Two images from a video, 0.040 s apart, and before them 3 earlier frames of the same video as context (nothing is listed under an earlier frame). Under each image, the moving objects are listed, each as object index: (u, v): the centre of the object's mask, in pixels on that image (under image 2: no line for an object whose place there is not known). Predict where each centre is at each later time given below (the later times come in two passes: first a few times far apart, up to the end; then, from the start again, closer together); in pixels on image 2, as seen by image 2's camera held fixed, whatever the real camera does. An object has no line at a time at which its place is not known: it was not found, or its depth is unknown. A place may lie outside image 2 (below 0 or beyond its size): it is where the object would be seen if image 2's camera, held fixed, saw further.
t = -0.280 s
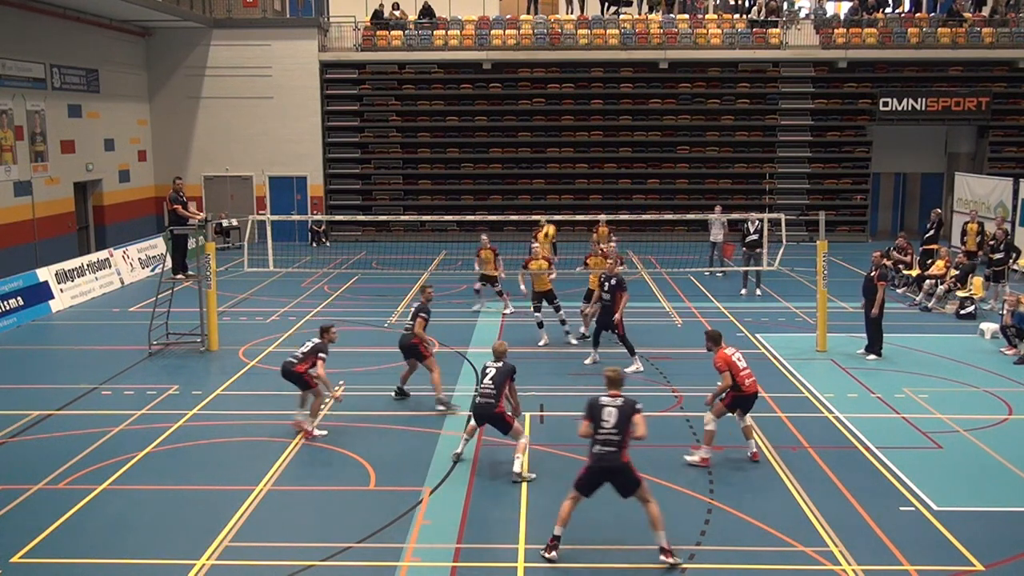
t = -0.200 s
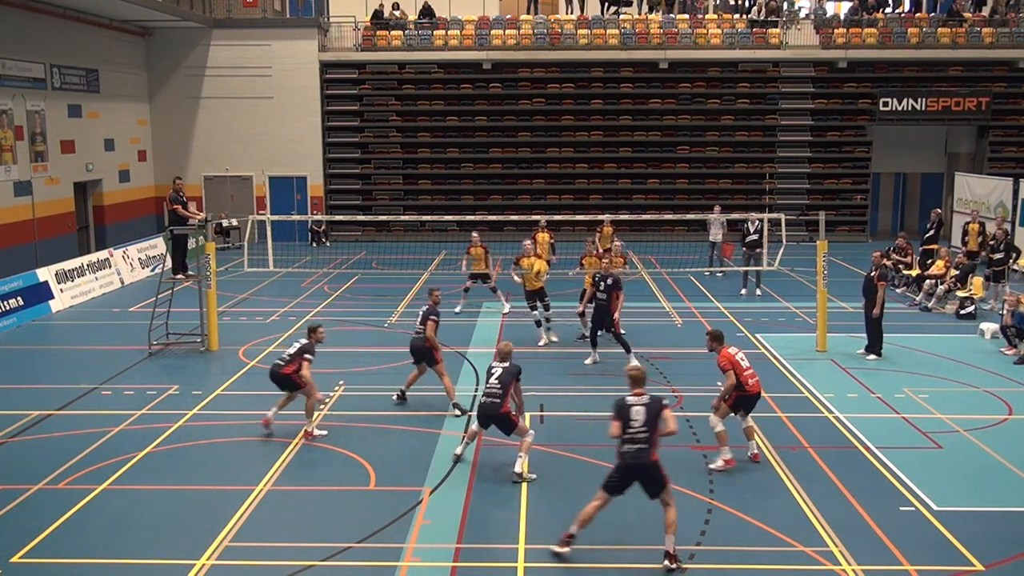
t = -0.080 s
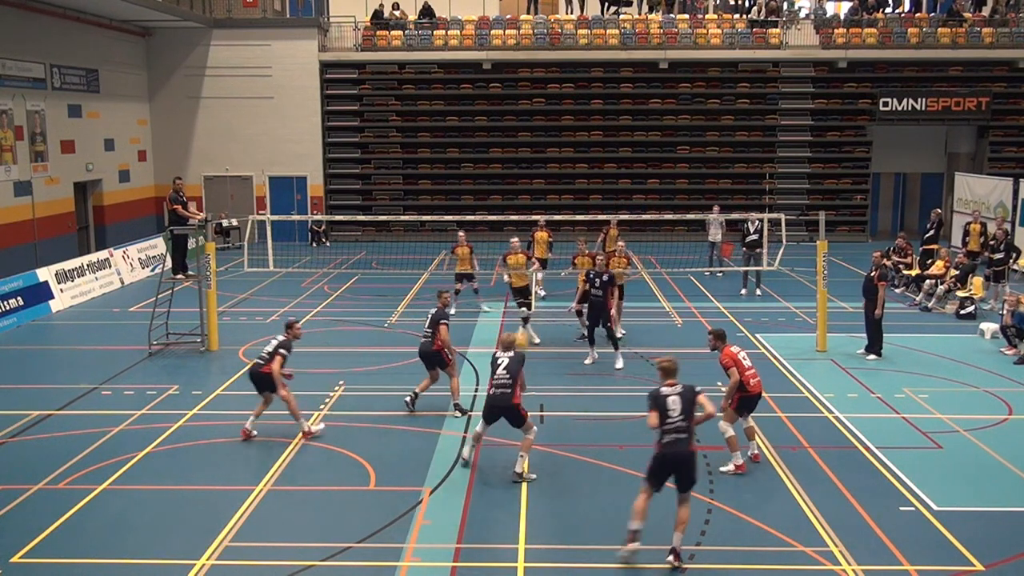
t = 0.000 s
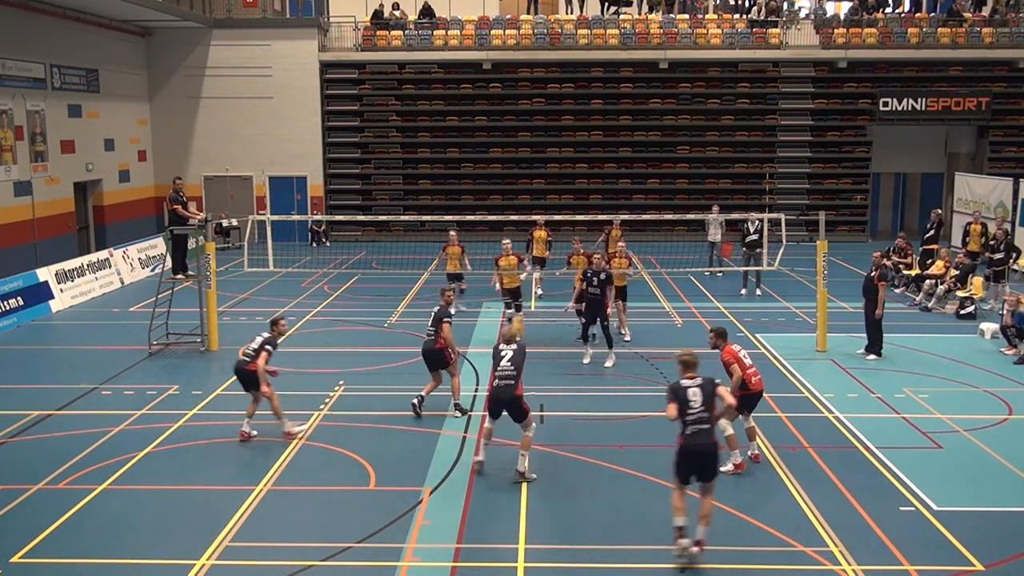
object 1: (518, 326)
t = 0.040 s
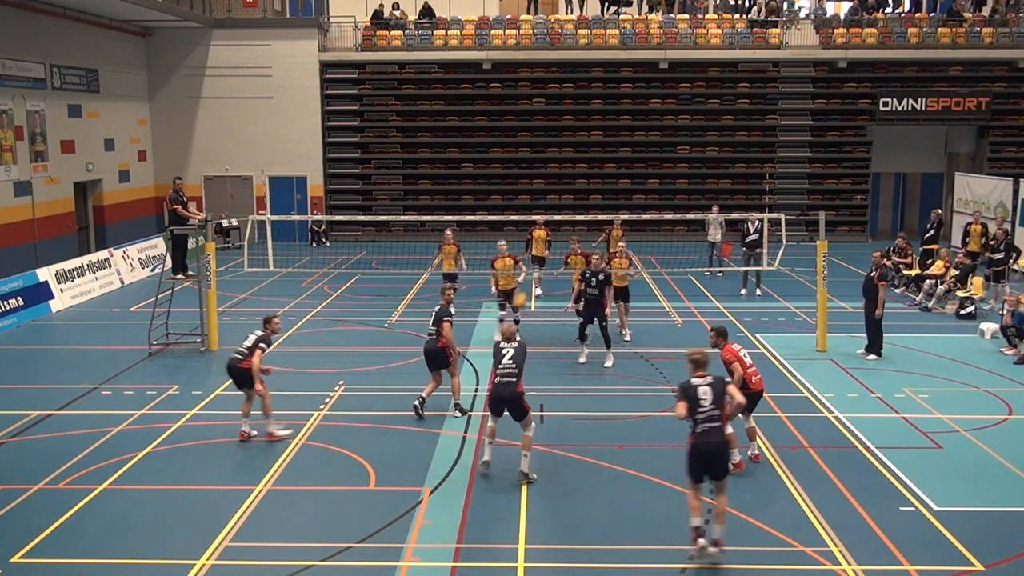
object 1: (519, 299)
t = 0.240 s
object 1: (526, 191)
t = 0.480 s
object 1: (534, 113)
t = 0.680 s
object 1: (539, 85)
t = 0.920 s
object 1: (544, 90)
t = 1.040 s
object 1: (547, 106)
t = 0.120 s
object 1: (521, 249)
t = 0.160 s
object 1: (523, 228)
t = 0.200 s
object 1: (526, 208)
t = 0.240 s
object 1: (526, 191)
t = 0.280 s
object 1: (528, 175)
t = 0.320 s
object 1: (529, 159)
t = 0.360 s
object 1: (531, 145)
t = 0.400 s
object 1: (532, 133)
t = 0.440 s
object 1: (533, 123)
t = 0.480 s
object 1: (534, 113)
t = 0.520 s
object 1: (535, 106)
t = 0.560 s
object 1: (536, 98)
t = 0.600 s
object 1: (537, 93)
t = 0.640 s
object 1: (538, 89)
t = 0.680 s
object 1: (539, 85)
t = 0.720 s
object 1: (540, 83)
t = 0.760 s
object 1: (541, 82)
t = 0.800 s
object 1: (542, 82)
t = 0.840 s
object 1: (543, 84)
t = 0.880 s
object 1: (544, 86)
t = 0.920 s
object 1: (544, 90)
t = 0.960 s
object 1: (545, 94)
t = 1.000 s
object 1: (546, 99)
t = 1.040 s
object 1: (547, 106)
